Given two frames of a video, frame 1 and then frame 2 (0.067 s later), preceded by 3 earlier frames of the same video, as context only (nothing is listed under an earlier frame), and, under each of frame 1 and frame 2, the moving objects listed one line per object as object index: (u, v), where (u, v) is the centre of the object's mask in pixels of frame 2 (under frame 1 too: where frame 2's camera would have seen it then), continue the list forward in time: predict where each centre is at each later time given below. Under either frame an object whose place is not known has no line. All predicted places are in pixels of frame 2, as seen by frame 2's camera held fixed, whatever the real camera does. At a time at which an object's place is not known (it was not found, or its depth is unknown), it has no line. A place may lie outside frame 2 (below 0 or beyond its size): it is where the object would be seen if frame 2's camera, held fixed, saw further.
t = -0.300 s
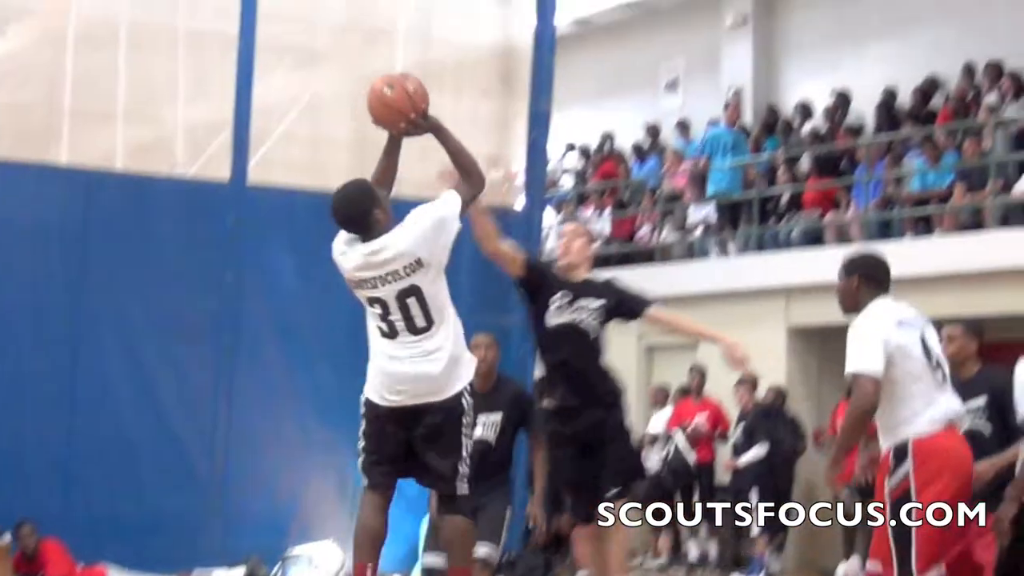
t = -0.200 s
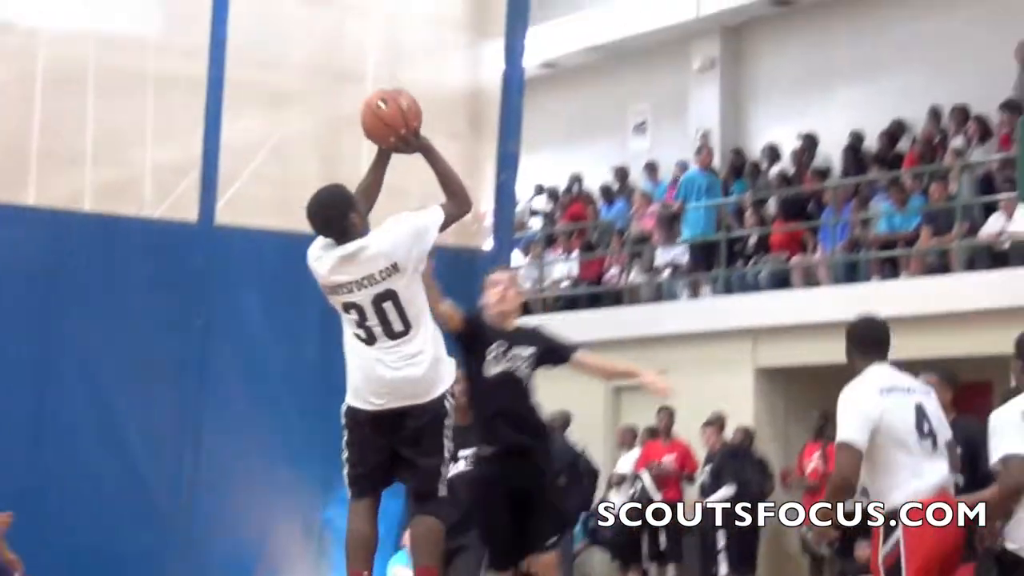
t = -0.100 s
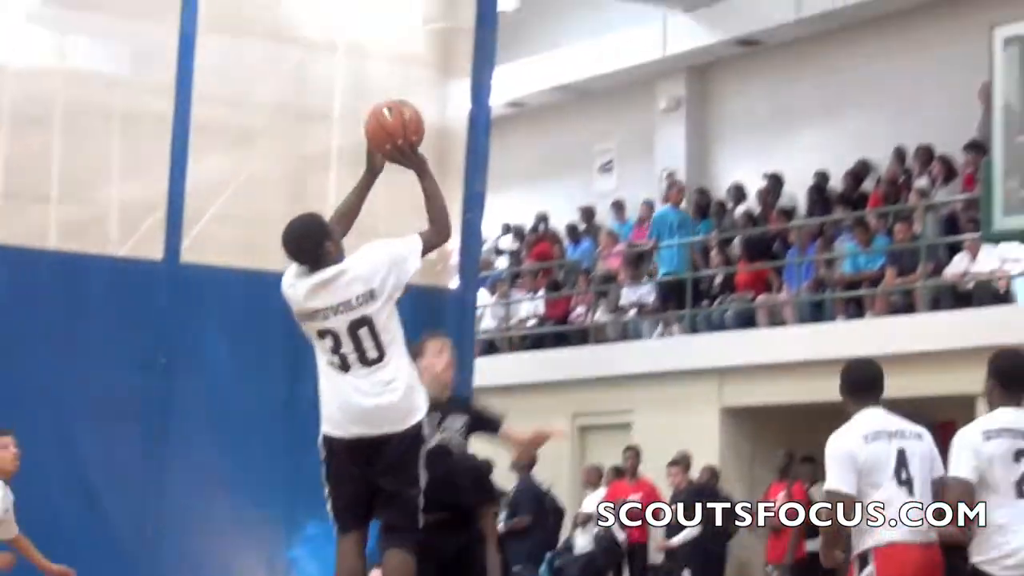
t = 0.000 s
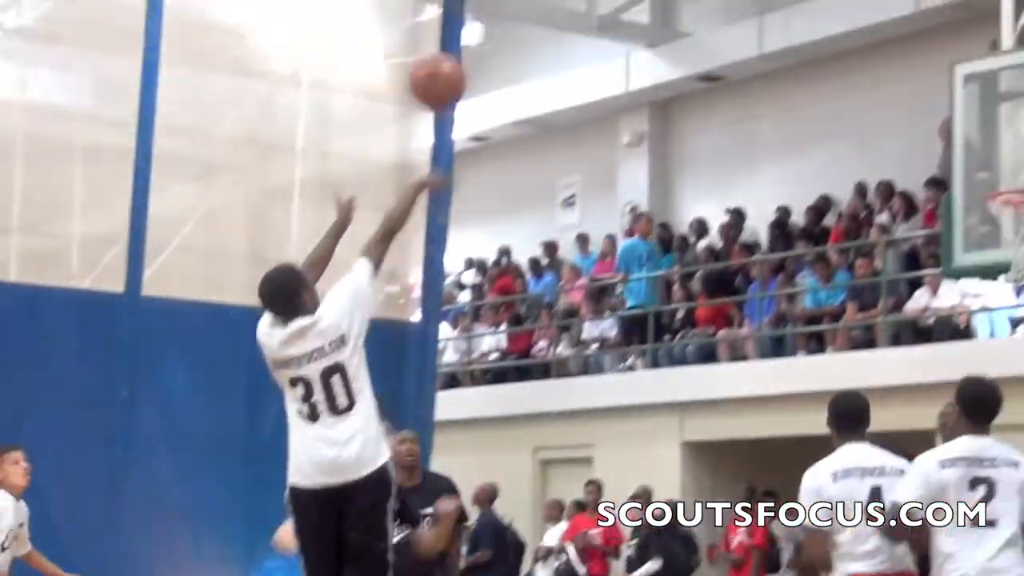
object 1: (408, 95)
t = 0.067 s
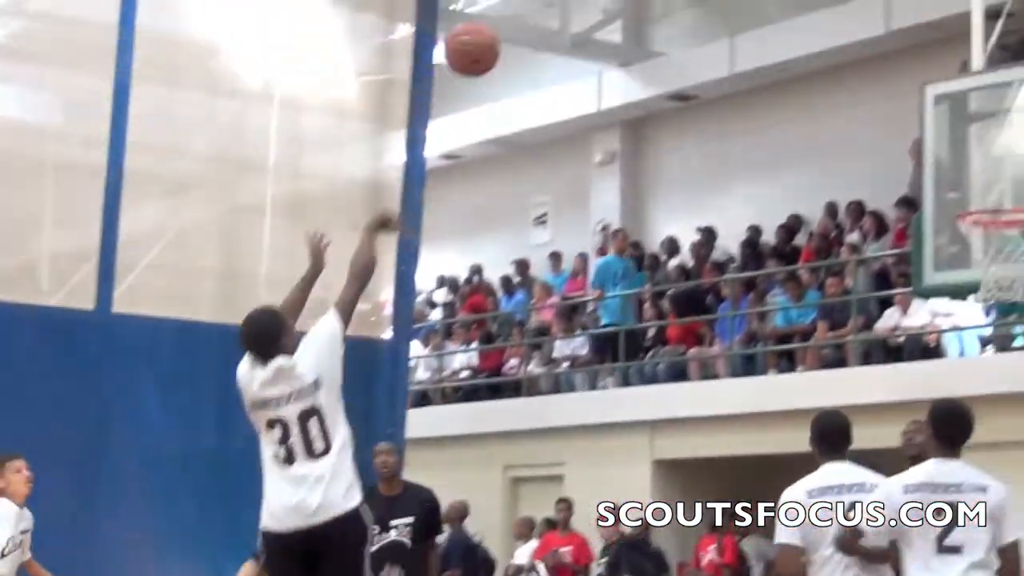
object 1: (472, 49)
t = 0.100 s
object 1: (501, 29)
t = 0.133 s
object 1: (530, 12)
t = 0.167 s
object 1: (558, -1)
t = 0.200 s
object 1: (585, -10)
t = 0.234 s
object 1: (613, -21)
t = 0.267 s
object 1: (637, -27)
